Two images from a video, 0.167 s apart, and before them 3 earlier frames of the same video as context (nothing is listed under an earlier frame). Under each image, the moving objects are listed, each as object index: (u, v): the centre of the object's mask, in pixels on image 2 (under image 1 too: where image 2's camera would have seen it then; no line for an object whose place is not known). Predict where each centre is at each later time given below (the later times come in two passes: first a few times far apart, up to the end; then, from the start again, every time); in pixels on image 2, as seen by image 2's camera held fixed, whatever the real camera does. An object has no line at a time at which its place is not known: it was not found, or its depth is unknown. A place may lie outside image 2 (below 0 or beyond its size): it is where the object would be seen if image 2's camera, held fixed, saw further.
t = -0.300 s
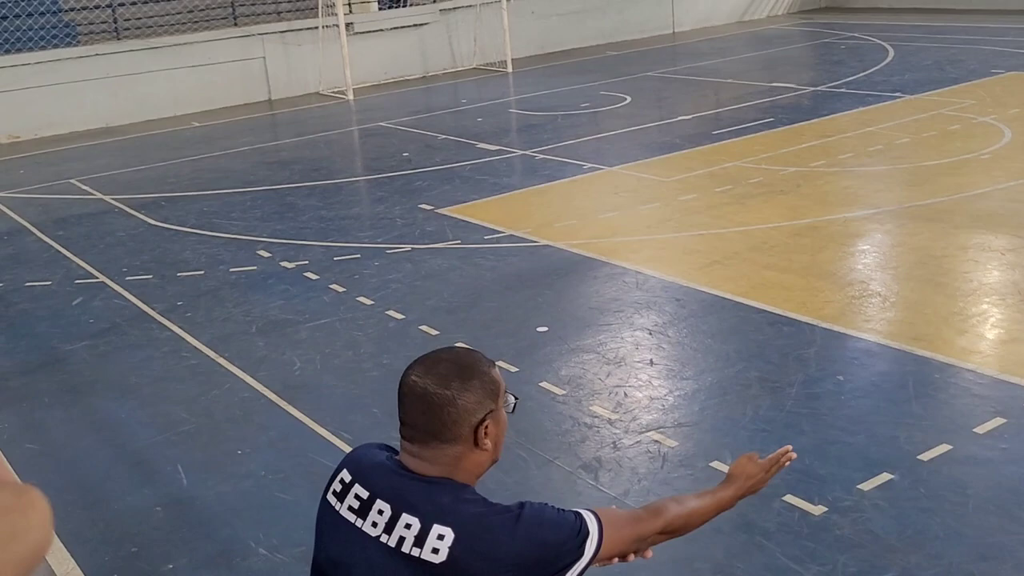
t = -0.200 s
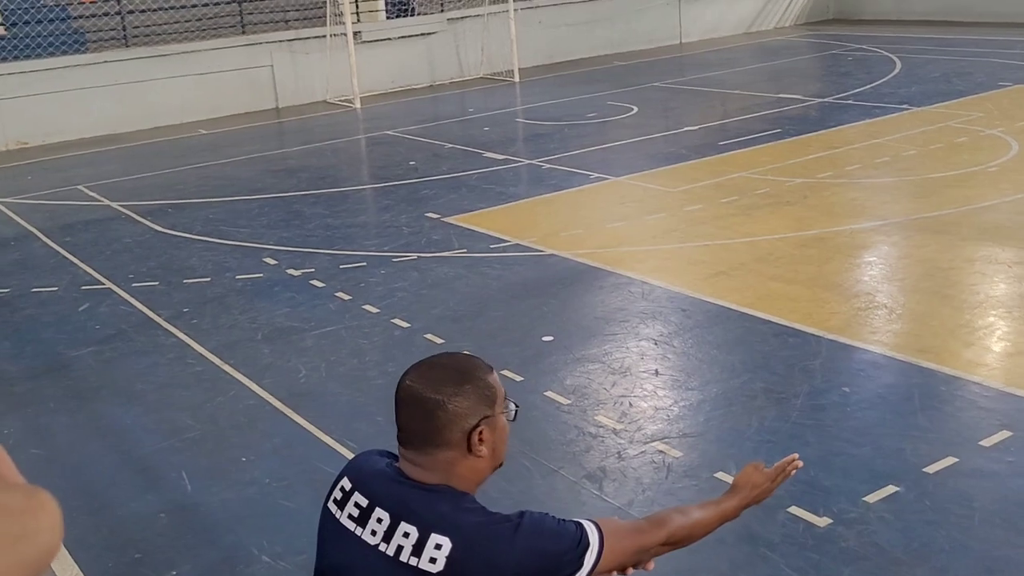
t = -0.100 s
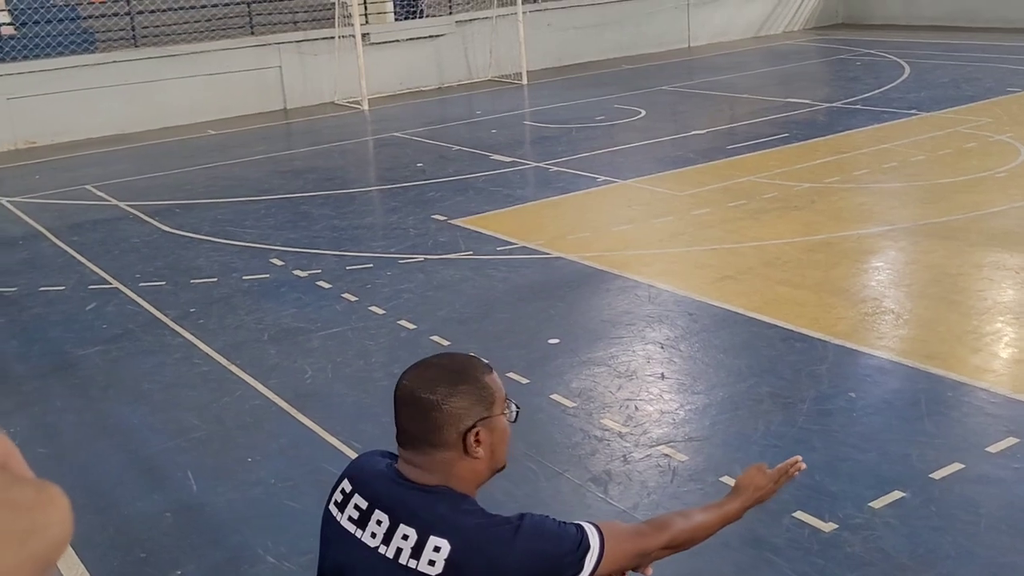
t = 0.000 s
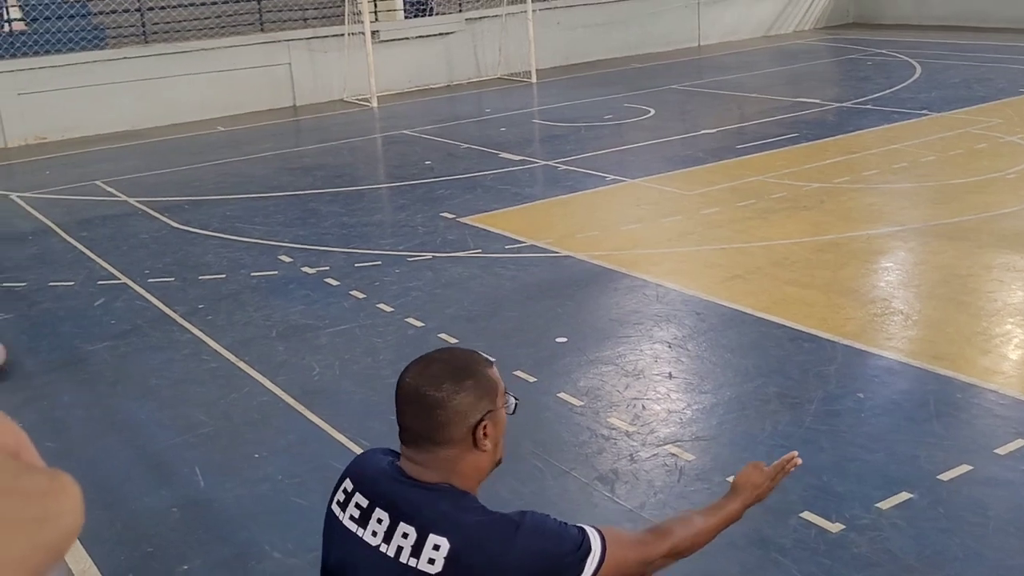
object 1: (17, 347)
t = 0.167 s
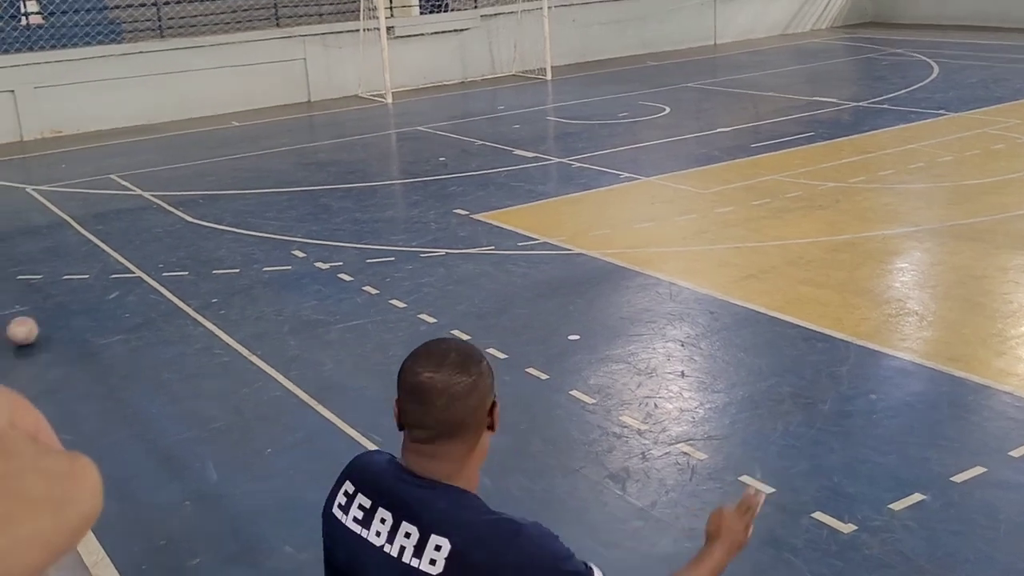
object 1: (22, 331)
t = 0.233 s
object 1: (29, 324)
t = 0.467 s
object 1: (50, 306)
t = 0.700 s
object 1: (67, 289)
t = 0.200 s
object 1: (26, 328)
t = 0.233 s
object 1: (29, 324)
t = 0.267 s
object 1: (32, 322)
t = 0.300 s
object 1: (36, 319)
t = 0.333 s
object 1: (38, 316)
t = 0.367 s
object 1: (41, 314)
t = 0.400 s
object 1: (44, 311)
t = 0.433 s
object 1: (47, 309)
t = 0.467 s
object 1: (50, 306)
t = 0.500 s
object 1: (52, 303)
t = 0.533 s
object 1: (55, 301)
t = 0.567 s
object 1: (57, 299)
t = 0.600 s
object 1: (59, 296)
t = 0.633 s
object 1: (62, 294)
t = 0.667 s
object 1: (64, 291)
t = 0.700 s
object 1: (67, 289)
